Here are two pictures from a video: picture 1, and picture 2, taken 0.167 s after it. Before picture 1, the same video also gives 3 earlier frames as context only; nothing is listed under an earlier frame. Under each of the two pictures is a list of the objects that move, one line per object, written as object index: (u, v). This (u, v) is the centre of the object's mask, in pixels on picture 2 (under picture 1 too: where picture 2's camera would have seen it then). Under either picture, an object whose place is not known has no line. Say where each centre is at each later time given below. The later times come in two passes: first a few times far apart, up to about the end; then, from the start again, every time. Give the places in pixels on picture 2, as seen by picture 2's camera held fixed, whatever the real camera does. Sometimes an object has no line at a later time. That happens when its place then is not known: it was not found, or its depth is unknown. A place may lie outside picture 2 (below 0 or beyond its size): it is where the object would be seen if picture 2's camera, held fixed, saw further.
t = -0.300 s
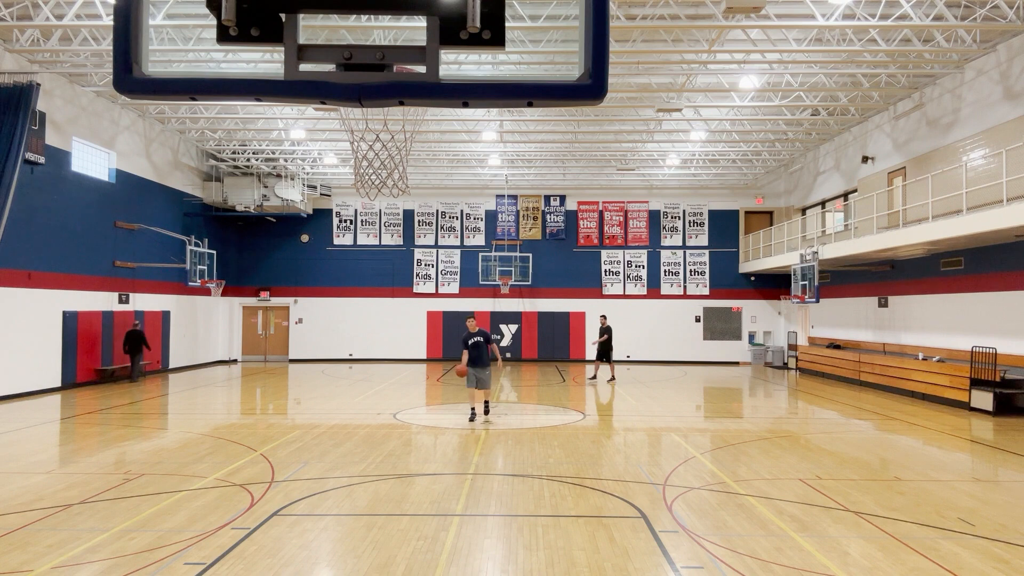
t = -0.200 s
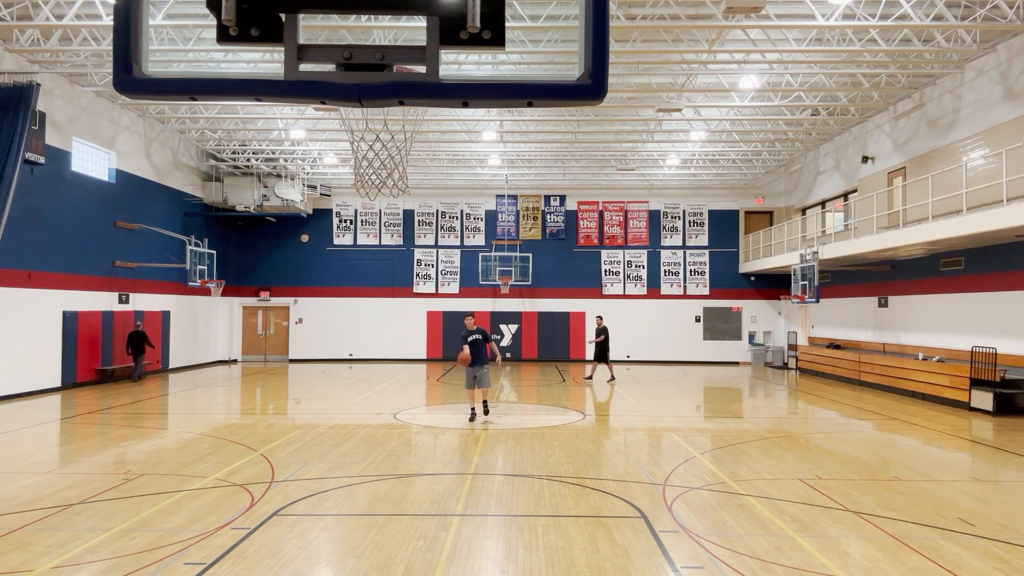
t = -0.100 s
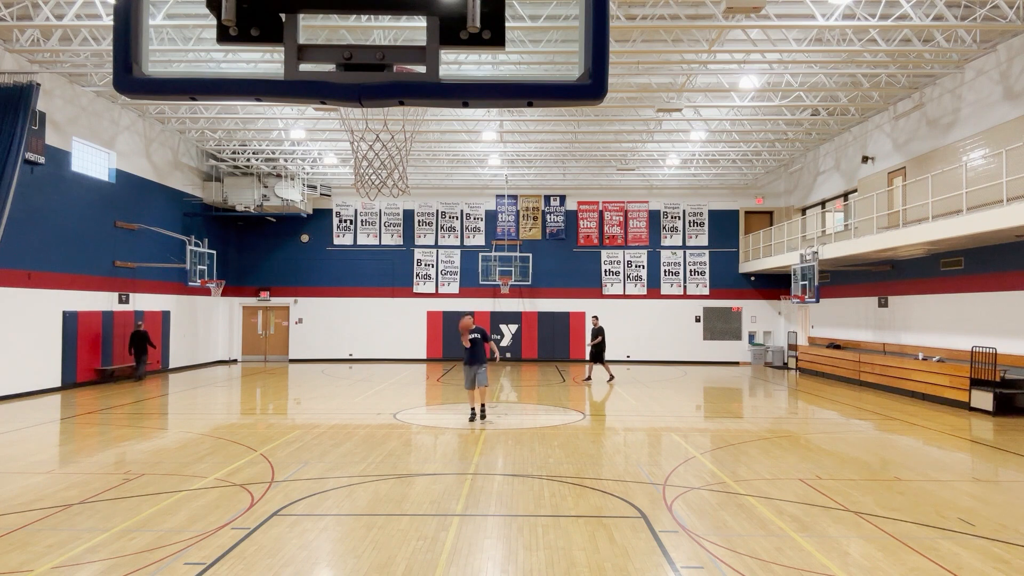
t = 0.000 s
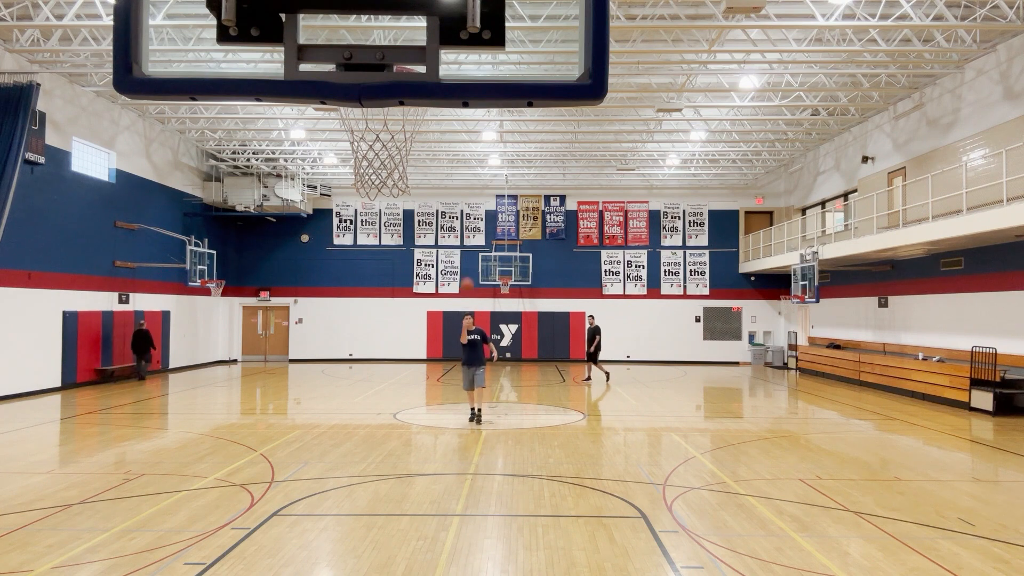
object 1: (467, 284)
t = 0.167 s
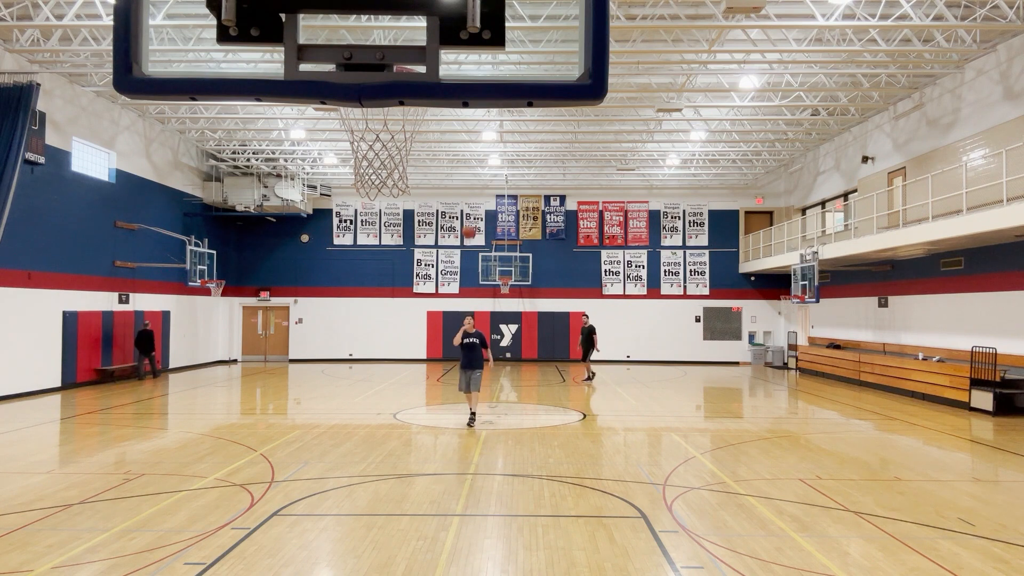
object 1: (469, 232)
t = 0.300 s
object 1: (470, 199)
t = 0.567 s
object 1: (473, 166)
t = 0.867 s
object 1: (476, 177)
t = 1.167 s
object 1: (480, 242)
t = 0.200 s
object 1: (469, 223)
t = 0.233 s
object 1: (470, 214)
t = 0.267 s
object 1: (470, 207)
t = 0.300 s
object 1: (470, 199)
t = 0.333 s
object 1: (471, 193)
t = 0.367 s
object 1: (471, 187)
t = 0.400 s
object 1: (471, 182)
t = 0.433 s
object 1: (472, 178)
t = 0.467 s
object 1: (472, 173)
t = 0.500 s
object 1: (472, 170)
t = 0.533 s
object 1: (473, 168)
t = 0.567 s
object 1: (473, 166)
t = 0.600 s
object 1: (474, 164)
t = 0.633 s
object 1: (474, 164)
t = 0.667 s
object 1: (474, 164)
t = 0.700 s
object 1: (475, 164)
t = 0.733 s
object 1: (475, 165)
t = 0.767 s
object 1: (475, 167)
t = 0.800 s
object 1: (476, 170)
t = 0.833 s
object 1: (476, 173)
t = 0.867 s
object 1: (476, 177)
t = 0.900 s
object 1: (477, 181)
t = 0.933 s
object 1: (477, 187)
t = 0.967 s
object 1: (477, 192)
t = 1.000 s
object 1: (478, 198)
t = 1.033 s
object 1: (478, 206)
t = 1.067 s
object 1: (479, 214)
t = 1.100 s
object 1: (479, 223)
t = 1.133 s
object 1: (479, 232)
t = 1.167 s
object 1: (480, 242)
